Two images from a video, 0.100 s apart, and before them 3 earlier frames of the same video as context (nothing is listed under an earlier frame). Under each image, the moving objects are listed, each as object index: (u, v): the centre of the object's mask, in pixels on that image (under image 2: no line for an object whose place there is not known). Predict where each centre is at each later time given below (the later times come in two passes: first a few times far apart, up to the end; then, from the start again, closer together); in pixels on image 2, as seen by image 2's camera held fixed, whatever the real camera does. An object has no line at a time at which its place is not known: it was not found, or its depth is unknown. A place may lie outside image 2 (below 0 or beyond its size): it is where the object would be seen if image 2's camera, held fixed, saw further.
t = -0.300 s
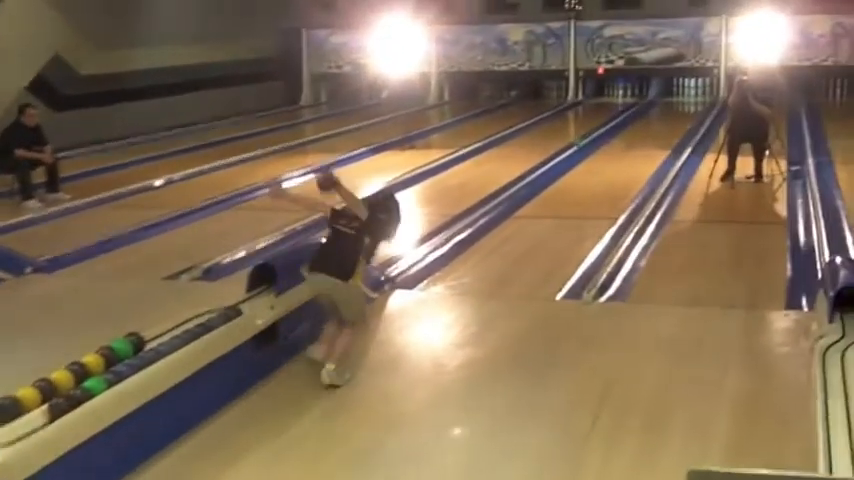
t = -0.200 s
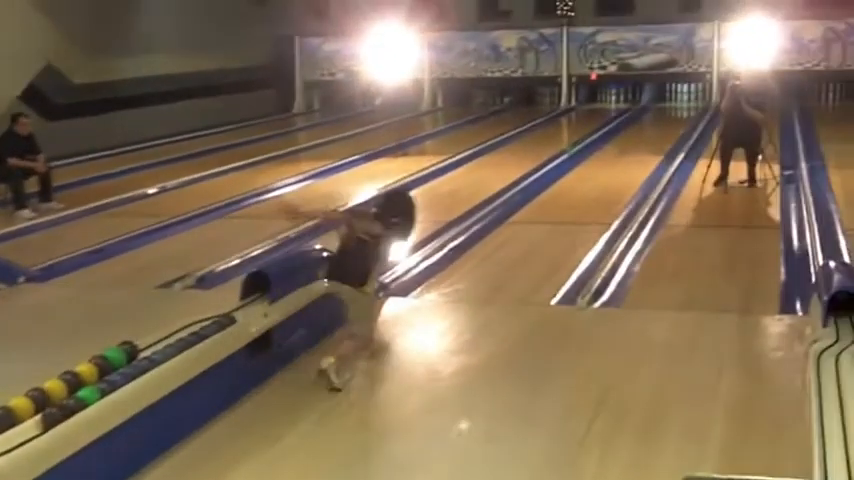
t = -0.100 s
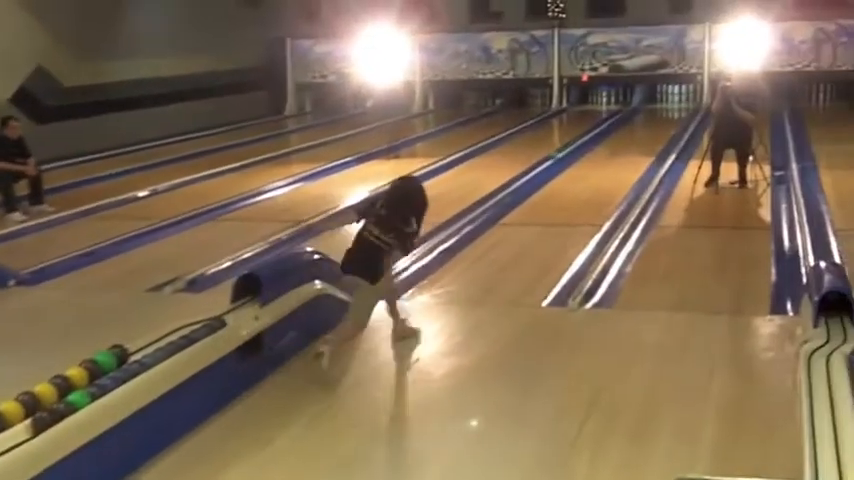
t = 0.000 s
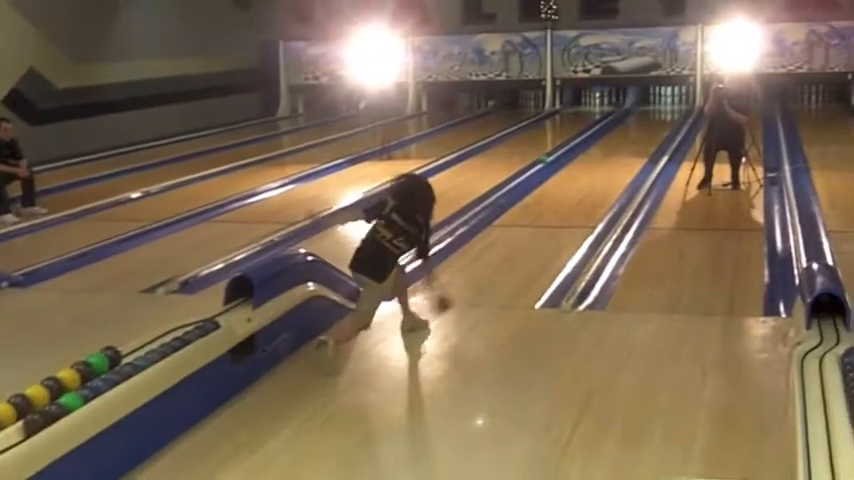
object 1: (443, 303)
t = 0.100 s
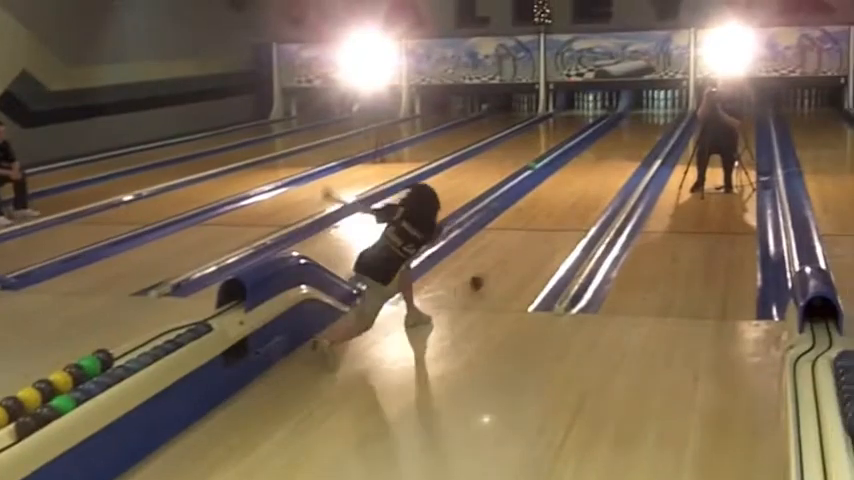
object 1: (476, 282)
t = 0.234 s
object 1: (516, 245)
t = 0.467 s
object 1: (562, 202)
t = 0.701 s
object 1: (591, 173)
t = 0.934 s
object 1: (611, 154)
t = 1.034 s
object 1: (619, 146)
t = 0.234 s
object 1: (516, 245)
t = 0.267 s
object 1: (524, 238)
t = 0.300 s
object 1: (532, 230)
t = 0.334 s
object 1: (539, 224)
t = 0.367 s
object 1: (545, 218)
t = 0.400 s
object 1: (551, 212)
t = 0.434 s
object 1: (556, 208)
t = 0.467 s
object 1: (562, 202)
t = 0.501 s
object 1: (566, 197)
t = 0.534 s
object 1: (571, 192)
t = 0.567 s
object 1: (576, 187)
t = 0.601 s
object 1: (580, 184)
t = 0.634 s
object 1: (584, 180)
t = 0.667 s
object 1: (588, 177)
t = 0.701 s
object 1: (591, 173)
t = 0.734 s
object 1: (594, 170)
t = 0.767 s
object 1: (597, 166)
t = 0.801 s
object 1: (600, 164)
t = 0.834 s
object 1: (603, 161)
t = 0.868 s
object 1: (606, 159)
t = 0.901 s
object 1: (609, 156)
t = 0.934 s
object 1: (611, 154)
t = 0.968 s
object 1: (614, 151)
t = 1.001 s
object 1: (616, 149)
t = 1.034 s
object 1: (619, 146)
